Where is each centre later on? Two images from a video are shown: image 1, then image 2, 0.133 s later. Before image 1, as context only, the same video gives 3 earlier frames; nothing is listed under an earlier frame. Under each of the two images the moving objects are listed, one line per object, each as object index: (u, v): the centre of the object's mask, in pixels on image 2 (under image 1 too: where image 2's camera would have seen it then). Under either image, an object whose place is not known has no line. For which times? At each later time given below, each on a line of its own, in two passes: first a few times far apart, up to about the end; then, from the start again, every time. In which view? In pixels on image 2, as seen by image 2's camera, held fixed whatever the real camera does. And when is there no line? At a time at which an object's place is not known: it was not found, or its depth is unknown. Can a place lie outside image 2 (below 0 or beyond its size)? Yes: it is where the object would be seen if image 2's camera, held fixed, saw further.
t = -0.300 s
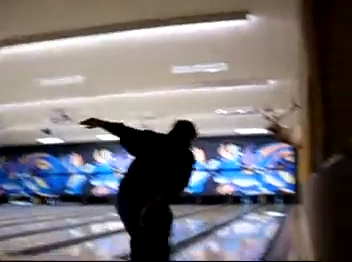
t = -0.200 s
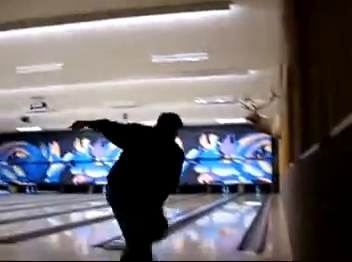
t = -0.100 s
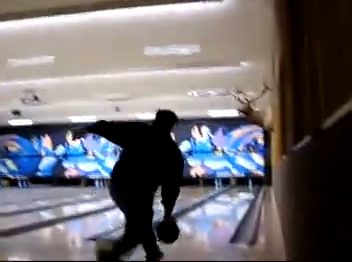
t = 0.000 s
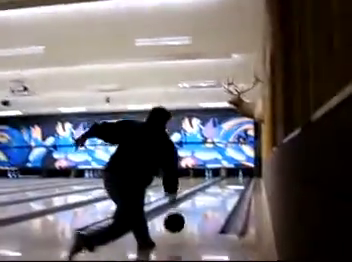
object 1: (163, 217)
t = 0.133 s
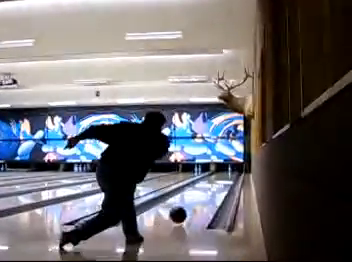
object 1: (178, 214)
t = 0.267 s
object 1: (188, 208)
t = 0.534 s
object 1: (201, 196)
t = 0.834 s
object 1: (210, 187)
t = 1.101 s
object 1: (215, 183)
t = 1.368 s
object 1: (219, 179)
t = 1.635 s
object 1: (222, 177)
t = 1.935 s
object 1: (224, 174)
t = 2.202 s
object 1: (226, 173)
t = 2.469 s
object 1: (227, 172)
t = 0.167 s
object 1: (180, 213)
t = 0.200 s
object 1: (183, 211)
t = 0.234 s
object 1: (185, 209)
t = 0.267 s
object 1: (188, 208)
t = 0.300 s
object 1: (187, 206)
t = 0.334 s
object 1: (189, 204)
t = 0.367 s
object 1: (192, 203)
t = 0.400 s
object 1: (195, 200)
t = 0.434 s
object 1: (195, 200)
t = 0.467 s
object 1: (197, 199)
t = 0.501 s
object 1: (200, 197)
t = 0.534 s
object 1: (201, 196)
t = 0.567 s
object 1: (203, 195)
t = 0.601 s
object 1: (204, 193)
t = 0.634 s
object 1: (205, 193)
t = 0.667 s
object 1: (205, 192)
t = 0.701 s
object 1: (206, 191)
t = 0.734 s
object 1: (207, 190)
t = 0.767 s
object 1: (208, 189)
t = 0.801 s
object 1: (209, 188)
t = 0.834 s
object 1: (210, 187)
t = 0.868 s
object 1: (211, 187)
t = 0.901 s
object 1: (211, 186)
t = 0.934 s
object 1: (212, 186)
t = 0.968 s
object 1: (213, 185)
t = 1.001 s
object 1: (213, 185)
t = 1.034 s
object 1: (214, 184)
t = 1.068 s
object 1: (215, 183)
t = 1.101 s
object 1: (215, 183)
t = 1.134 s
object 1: (216, 183)
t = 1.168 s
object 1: (217, 182)
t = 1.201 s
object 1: (217, 182)
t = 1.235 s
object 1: (218, 181)
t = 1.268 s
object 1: (218, 181)
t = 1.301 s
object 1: (218, 181)
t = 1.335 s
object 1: (219, 180)
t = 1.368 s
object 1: (219, 179)
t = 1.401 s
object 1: (220, 179)
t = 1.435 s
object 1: (221, 179)
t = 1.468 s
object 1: (221, 179)
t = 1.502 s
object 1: (221, 178)
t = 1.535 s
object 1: (221, 178)
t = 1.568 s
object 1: (222, 178)
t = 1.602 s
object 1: (222, 177)
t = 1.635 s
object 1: (222, 177)
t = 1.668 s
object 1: (223, 177)
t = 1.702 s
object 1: (223, 176)
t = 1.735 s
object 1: (223, 176)
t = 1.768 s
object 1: (224, 176)
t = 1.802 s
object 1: (224, 176)
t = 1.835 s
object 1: (224, 176)
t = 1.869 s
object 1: (224, 175)
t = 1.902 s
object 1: (224, 174)
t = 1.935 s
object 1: (224, 174)
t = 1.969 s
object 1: (225, 174)
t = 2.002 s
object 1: (224, 174)
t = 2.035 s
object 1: (226, 174)
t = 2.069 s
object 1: (226, 173)
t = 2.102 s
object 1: (226, 173)
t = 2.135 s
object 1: (226, 173)
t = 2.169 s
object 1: (226, 173)
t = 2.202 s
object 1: (226, 173)
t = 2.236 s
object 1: (227, 173)
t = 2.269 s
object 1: (226, 173)
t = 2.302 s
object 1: (226, 173)
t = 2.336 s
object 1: (227, 173)
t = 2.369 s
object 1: (227, 173)
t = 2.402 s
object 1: (227, 172)
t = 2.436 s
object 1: (227, 172)
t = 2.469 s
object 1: (227, 172)
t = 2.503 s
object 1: (227, 172)
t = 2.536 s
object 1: (227, 172)
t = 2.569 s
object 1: (228, 172)
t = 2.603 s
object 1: (228, 171)
